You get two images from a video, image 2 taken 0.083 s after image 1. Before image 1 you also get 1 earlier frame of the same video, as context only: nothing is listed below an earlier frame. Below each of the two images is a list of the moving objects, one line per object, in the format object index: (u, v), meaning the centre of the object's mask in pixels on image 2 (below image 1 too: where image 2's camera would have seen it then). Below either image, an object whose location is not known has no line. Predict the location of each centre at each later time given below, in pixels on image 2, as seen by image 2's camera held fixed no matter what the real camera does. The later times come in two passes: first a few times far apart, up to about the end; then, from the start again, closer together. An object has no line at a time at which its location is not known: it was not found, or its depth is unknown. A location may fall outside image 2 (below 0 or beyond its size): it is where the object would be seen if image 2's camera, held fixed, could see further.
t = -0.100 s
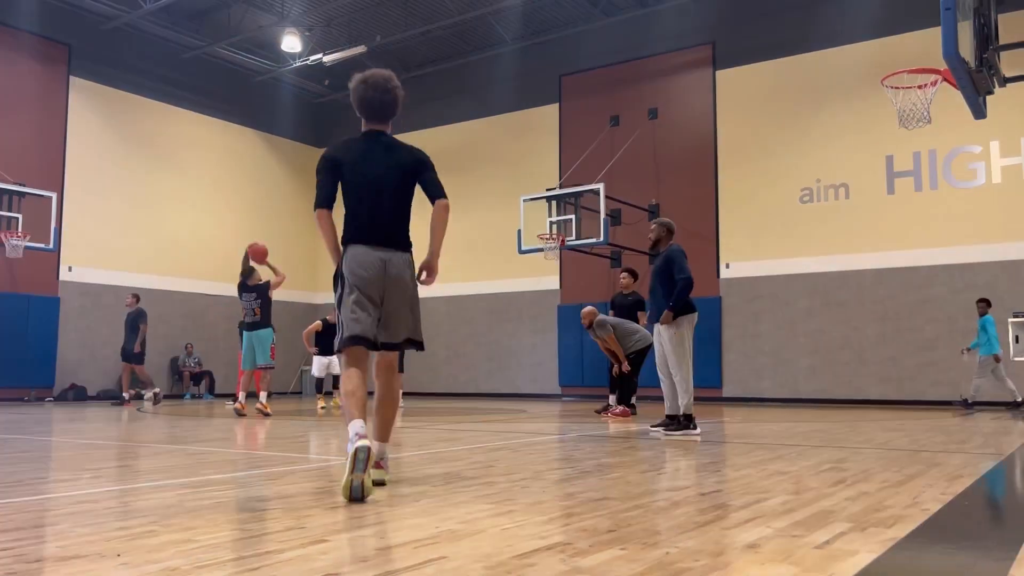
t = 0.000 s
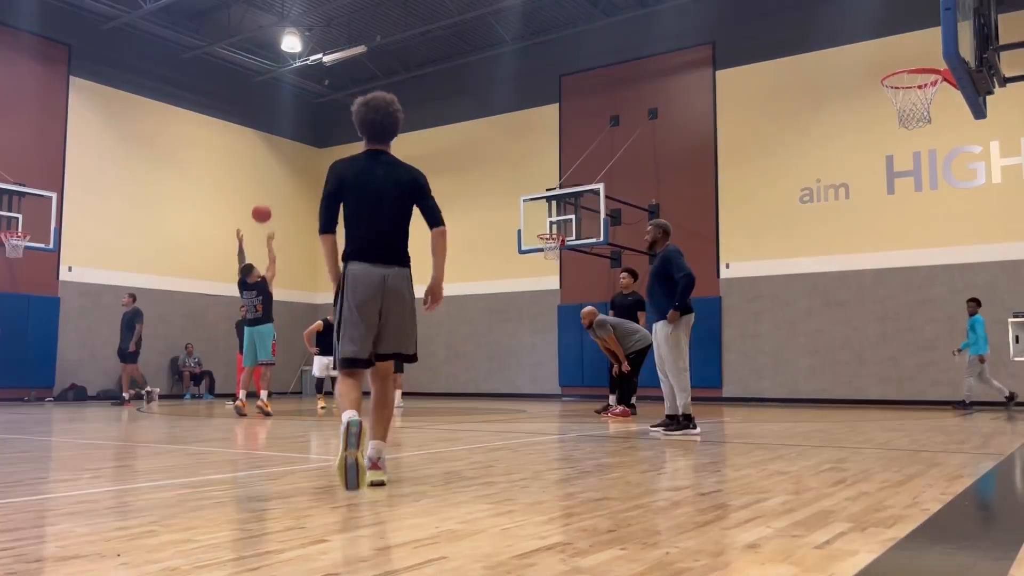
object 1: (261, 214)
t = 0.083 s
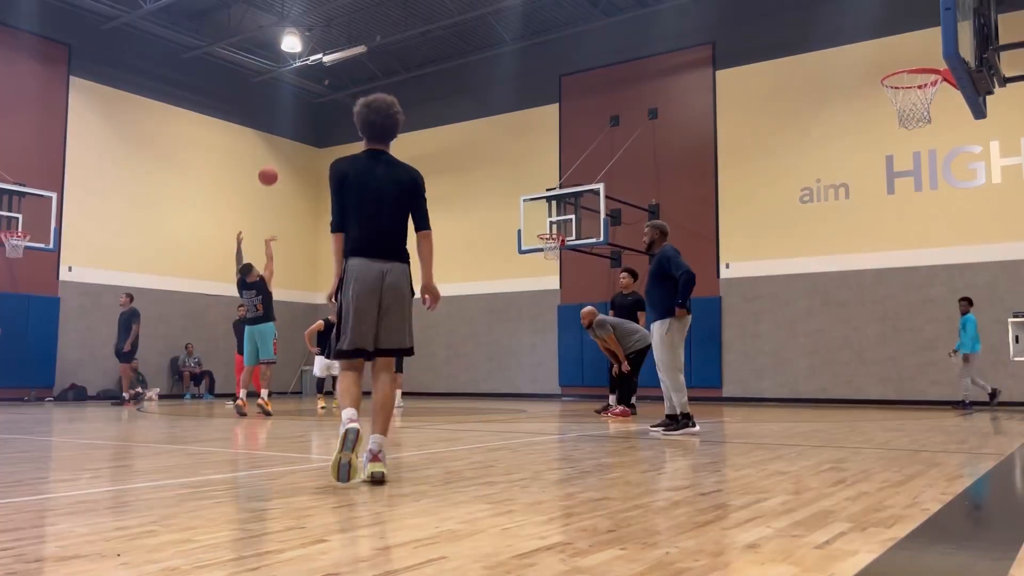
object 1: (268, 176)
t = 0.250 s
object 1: (280, 120)
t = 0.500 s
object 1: (295, 76)
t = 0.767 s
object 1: (310, 78)
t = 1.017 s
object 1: (322, 125)
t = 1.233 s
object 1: (331, 199)
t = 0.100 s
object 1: (269, 170)
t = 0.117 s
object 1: (270, 163)
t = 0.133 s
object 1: (272, 157)
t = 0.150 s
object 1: (272, 151)
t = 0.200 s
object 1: (276, 134)
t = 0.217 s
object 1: (278, 129)
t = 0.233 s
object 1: (279, 124)
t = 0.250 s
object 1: (280, 120)
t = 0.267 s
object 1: (281, 115)
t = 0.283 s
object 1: (282, 111)
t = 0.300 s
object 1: (283, 107)
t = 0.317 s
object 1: (284, 103)
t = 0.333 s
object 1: (285, 100)
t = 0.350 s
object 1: (286, 96)
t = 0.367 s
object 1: (287, 93)
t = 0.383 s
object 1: (289, 90)
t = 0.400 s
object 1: (290, 87)
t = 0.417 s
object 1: (290, 85)
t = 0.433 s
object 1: (291, 82)
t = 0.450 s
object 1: (292, 80)
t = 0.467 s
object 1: (294, 78)
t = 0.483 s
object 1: (294, 77)
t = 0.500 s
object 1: (295, 76)
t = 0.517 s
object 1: (297, 74)
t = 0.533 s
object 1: (298, 73)
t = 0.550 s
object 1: (298, 72)
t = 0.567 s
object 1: (299, 71)
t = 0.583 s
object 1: (300, 71)
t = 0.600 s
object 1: (301, 70)
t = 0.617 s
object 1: (302, 70)
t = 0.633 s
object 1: (303, 70)
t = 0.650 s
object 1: (304, 70)
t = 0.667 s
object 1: (304, 71)
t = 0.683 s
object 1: (306, 72)
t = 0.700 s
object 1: (307, 72)
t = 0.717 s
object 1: (307, 73)
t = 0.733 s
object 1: (308, 75)
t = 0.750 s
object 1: (309, 76)
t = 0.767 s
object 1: (310, 78)
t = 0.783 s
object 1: (311, 80)
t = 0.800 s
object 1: (311, 82)
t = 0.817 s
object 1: (312, 84)
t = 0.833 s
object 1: (313, 86)
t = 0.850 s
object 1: (314, 89)
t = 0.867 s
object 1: (315, 92)
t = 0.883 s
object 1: (316, 95)
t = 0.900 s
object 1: (316, 98)
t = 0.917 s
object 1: (317, 101)
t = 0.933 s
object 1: (318, 105)
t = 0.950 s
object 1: (319, 108)
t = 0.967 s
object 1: (319, 112)
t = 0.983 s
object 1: (320, 116)
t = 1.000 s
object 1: (321, 121)
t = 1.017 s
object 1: (322, 125)
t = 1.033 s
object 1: (323, 130)
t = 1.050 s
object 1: (323, 135)
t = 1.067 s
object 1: (324, 139)
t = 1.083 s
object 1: (325, 144)
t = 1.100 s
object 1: (326, 150)
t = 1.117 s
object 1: (326, 155)
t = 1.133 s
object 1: (327, 161)
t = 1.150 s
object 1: (328, 167)
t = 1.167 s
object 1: (329, 173)
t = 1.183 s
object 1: (329, 179)
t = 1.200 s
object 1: (330, 186)
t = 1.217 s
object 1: (331, 192)
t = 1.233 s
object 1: (331, 199)
